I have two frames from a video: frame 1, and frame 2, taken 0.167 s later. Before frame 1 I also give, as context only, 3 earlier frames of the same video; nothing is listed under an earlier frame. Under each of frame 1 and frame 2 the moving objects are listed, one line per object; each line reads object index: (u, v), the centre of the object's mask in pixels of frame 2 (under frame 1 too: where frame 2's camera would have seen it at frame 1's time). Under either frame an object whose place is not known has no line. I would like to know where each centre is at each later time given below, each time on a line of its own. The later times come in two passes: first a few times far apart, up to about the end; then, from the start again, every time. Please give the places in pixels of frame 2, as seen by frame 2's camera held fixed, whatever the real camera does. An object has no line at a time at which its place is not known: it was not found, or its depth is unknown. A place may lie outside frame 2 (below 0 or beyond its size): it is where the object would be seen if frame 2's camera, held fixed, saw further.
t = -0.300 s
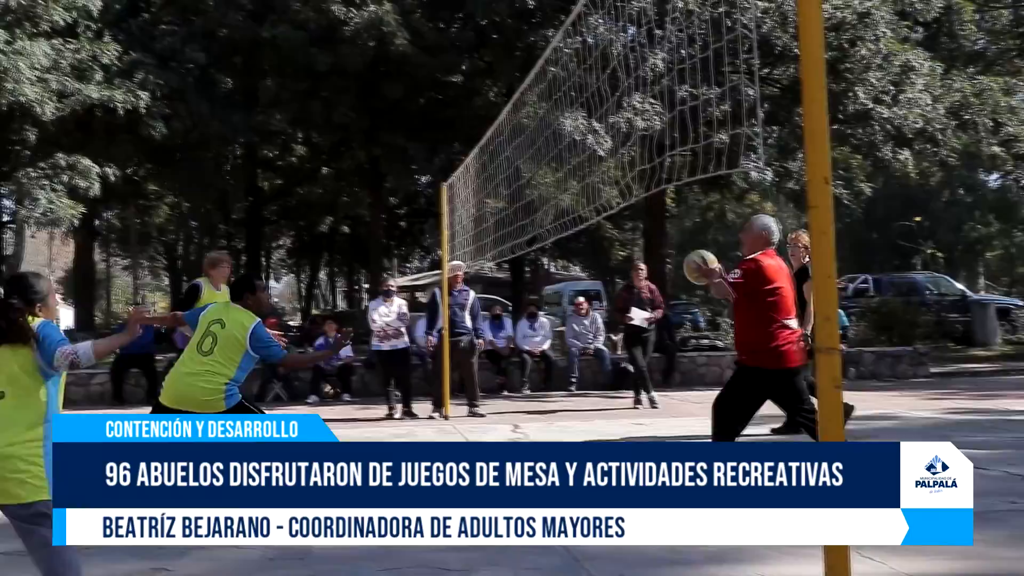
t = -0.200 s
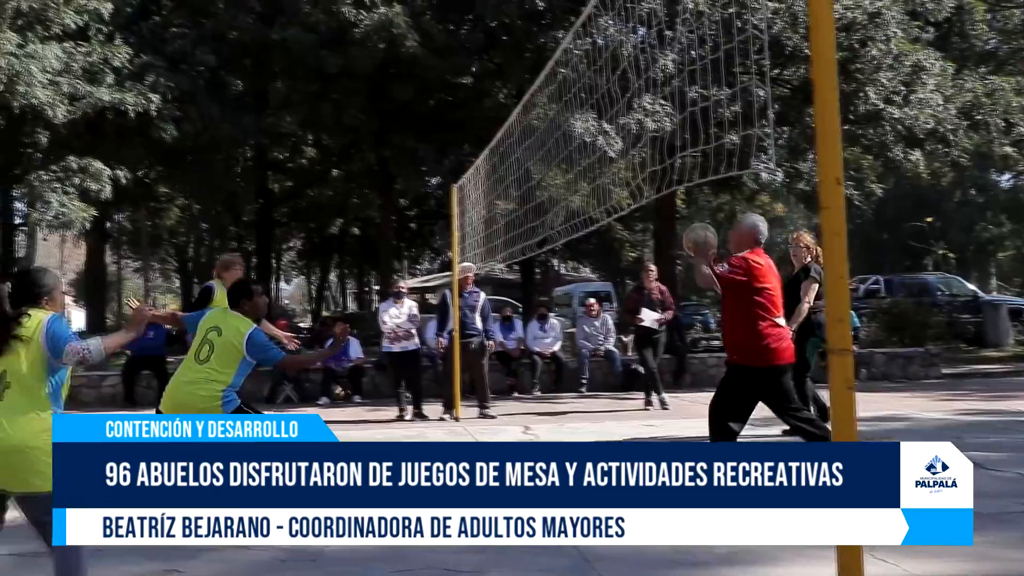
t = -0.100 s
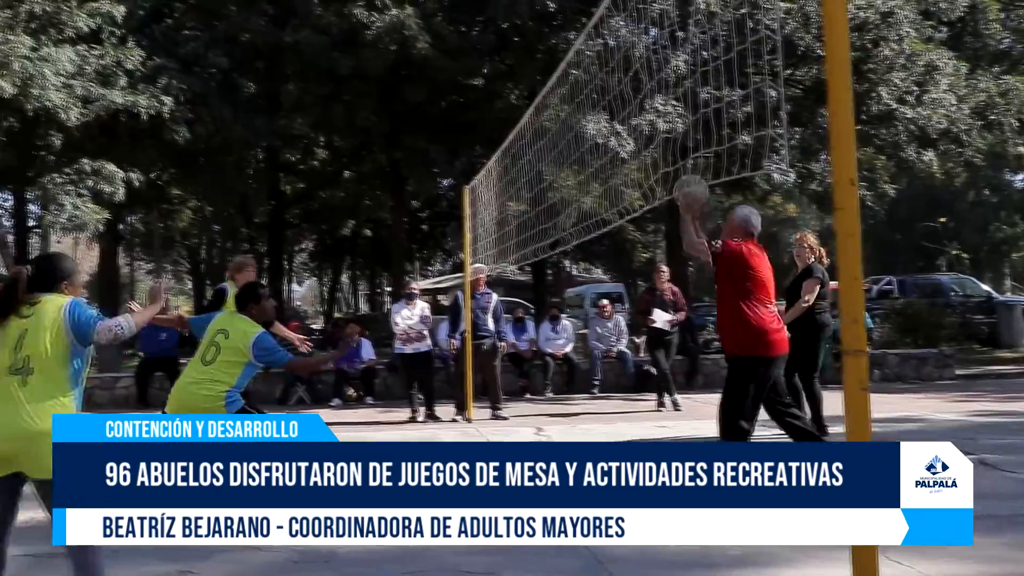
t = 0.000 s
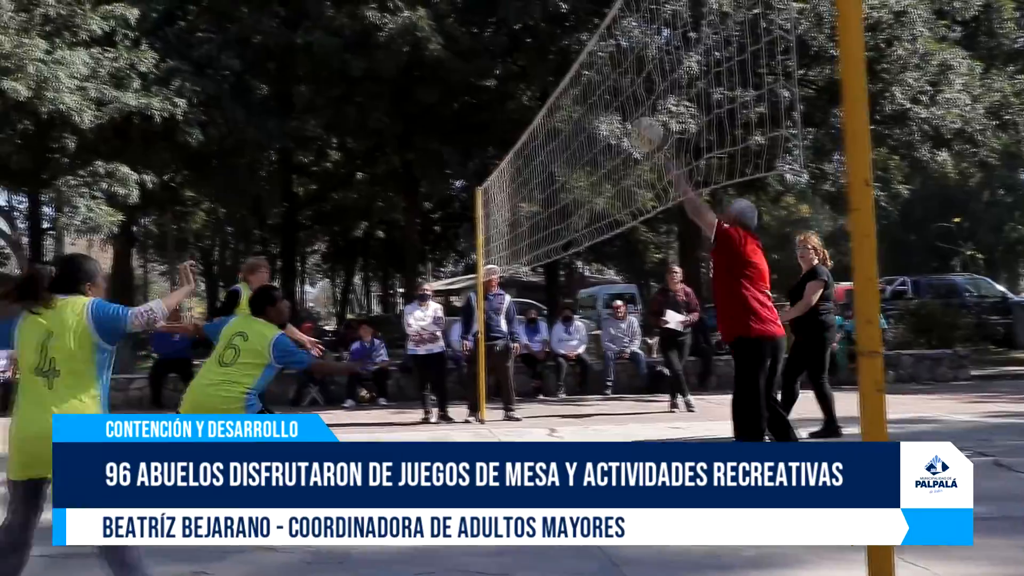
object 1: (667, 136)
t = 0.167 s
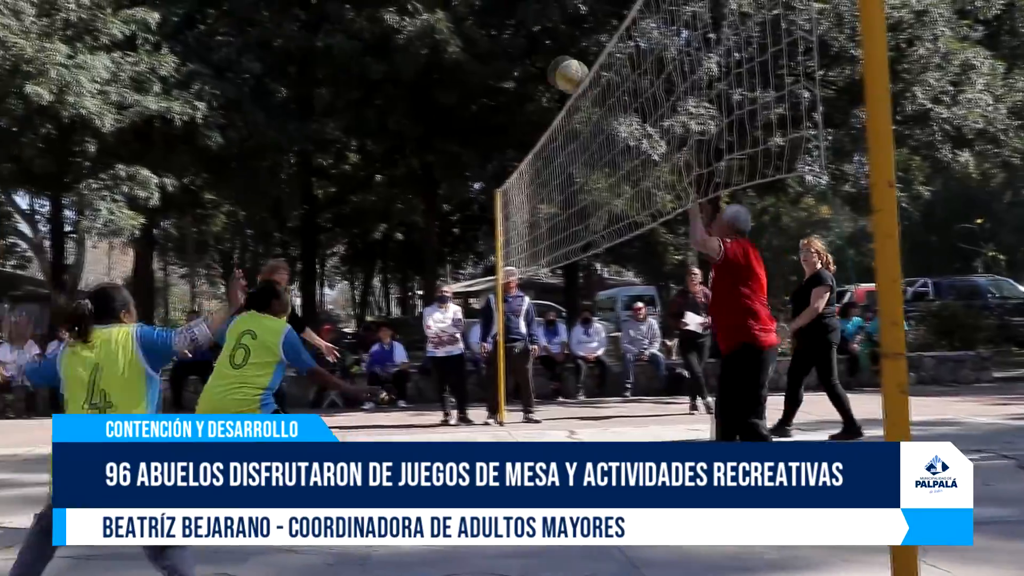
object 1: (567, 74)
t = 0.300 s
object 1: (504, 59)
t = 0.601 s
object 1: (363, 117)
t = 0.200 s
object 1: (556, 71)
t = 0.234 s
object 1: (535, 65)
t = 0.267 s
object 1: (517, 61)
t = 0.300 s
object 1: (504, 59)
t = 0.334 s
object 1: (485, 59)
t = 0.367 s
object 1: (467, 62)
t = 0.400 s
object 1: (454, 64)
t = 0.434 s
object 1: (436, 69)
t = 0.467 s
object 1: (420, 77)
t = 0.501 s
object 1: (407, 84)
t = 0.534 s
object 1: (390, 94)
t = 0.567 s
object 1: (375, 108)
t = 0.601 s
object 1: (363, 117)
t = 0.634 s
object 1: (348, 134)
